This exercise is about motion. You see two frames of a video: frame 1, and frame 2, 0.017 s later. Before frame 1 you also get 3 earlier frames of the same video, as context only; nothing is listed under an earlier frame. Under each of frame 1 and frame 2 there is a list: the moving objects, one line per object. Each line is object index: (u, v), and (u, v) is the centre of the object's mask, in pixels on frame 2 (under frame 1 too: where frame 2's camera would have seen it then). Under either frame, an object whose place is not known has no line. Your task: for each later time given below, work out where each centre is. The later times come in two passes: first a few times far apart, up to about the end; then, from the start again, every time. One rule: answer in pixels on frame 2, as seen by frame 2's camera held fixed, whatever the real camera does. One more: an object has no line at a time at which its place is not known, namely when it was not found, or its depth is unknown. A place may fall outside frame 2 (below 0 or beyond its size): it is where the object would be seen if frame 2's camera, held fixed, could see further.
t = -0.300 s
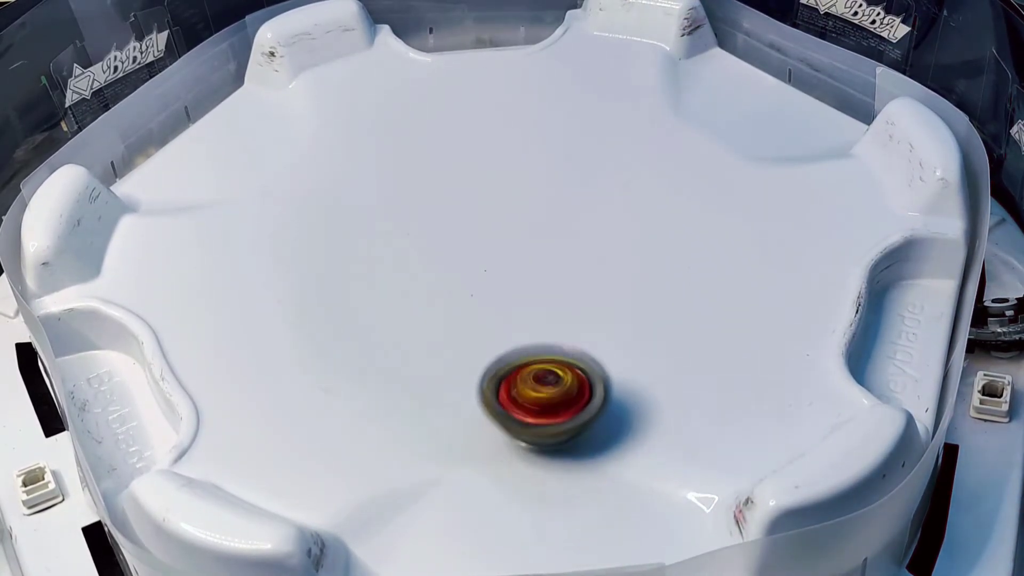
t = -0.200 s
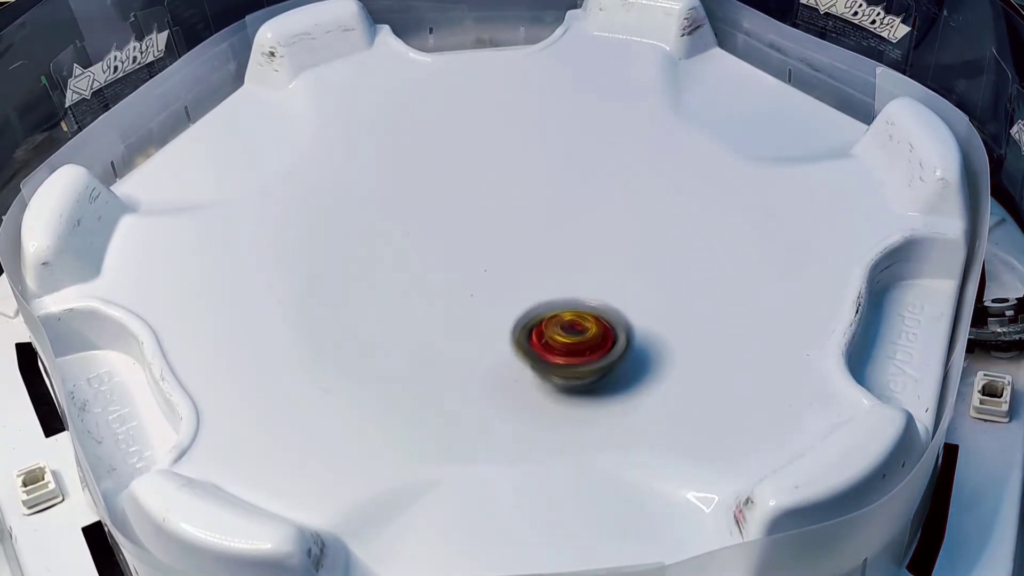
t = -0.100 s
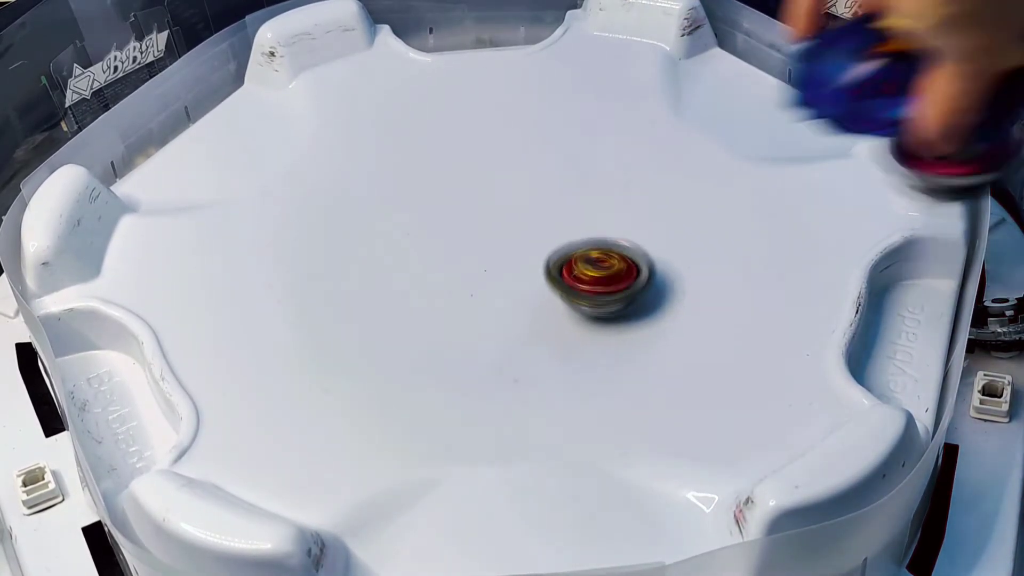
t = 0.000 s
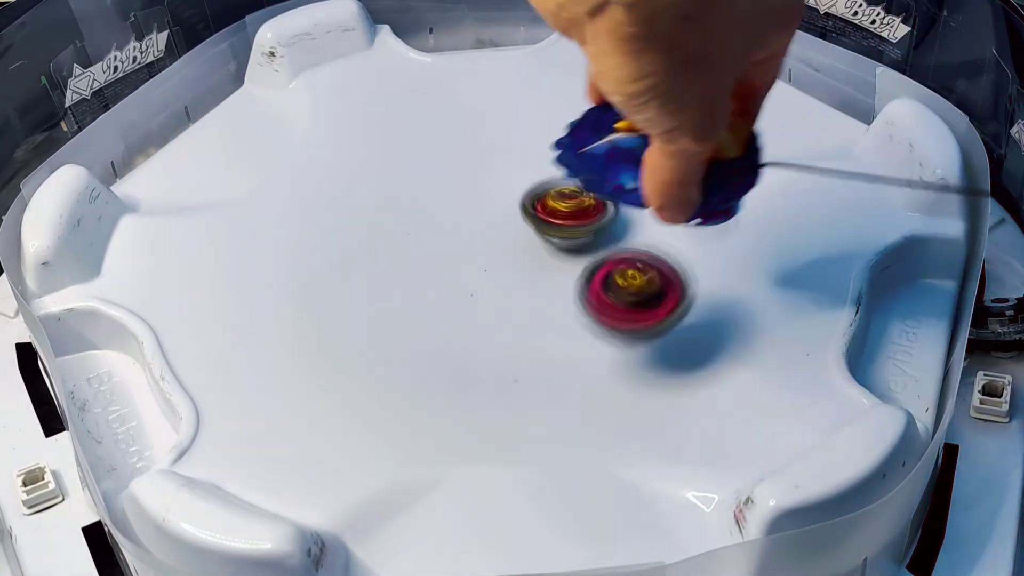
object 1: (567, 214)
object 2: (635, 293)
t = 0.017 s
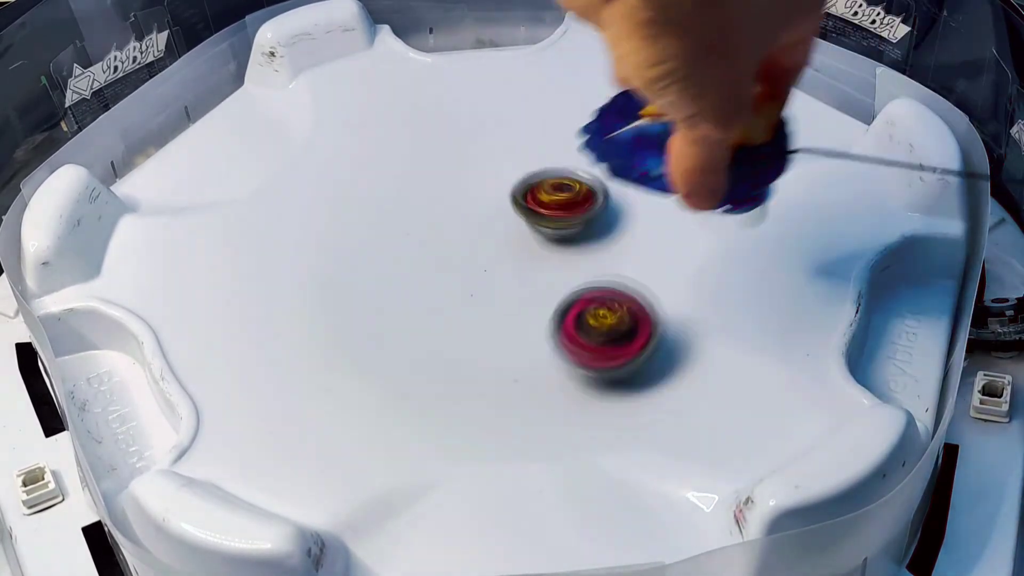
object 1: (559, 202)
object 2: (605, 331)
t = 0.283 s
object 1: (332, 155)
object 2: (328, 228)
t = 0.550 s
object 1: (244, 123)
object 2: (382, 321)
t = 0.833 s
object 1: (263, 94)
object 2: (706, 240)
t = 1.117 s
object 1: (265, 86)
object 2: (556, 84)
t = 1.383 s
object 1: (232, 111)
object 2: (345, 162)
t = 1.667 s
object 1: (197, 175)
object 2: (504, 360)
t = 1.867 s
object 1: (369, 229)
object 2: (731, 266)
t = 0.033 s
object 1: (548, 193)
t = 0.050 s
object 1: (537, 185)
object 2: (552, 330)
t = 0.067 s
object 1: (524, 177)
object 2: (527, 326)
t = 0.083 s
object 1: (511, 171)
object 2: (502, 327)
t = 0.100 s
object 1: (497, 165)
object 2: (480, 323)
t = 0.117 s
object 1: (483, 162)
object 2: (460, 315)
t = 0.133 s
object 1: (467, 158)
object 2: (439, 310)
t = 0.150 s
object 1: (452, 156)
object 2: (420, 300)
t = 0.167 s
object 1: (436, 155)
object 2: (402, 290)
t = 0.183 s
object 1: (421, 154)
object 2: (388, 281)
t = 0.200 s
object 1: (405, 154)
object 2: (375, 268)
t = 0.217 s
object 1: (389, 155)
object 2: (363, 259)
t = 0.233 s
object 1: (374, 158)
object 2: (352, 250)
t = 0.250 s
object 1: (358, 161)
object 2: (343, 241)
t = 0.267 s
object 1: (342, 161)
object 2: (336, 231)
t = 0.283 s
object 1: (332, 155)
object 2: (328, 228)
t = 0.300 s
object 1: (324, 143)
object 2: (321, 225)
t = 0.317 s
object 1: (316, 136)
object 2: (315, 228)
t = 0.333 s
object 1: (309, 132)
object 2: (310, 235)
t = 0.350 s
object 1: (303, 132)
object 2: (306, 237)
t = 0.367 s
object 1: (298, 135)
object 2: (305, 241)
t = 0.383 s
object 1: (293, 141)
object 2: (304, 246)
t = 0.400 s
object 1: (287, 140)
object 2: (305, 252)
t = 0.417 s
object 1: (281, 138)
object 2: (307, 257)
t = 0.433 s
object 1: (275, 137)
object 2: (312, 264)
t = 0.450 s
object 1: (270, 138)
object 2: (318, 271)
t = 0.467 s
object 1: (265, 137)
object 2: (324, 279)
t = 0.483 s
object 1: (260, 135)
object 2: (332, 287)
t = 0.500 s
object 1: (256, 133)
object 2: (342, 296)
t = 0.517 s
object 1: (251, 131)
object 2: (354, 304)
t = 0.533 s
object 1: (247, 128)
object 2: (367, 313)
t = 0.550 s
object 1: (244, 123)
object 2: (382, 321)
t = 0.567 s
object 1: (240, 119)
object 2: (399, 329)
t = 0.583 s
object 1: (237, 114)
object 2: (418, 336)
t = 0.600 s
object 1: (233, 109)
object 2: (438, 342)
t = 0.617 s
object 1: (230, 103)
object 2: (460, 346)
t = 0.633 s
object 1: (228, 98)
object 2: (484, 348)
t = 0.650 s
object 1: (225, 91)
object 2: (510, 349)
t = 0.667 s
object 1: (223, 86)
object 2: (535, 347)
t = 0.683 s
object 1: (223, 82)
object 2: (560, 344)
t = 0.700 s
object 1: (228, 79)
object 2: (585, 338)
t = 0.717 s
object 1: (233, 78)
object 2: (608, 330)
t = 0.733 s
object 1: (238, 81)
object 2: (628, 320)
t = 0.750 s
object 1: (241, 84)
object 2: (647, 309)
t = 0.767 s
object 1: (245, 87)
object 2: (664, 296)
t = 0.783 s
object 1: (249, 90)
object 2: (678, 283)
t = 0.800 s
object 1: (254, 92)
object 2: (689, 269)
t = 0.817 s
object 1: (259, 93)
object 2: (699, 255)
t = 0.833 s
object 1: (263, 94)
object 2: (706, 240)
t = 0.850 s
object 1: (268, 94)
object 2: (709, 226)
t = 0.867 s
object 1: (273, 95)
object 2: (711, 213)
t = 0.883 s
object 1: (277, 95)
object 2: (711, 199)
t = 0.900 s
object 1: (280, 94)
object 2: (707, 186)
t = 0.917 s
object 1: (282, 93)
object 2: (703, 173)
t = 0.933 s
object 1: (284, 93)
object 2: (697, 162)
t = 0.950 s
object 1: (283, 93)
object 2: (689, 151)
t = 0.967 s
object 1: (282, 93)
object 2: (680, 140)
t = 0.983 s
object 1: (279, 93)
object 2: (670, 130)
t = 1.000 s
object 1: (277, 93)
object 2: (658, 122)
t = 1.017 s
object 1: (274, 92)
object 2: (646, 113)
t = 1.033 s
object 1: (271, 91)
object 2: (633, 106)
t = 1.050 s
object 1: (269, 89)
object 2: (619, 100)
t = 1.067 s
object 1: (267, 88)
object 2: (604, 94)
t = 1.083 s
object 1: (266, 88)
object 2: (588, 90)
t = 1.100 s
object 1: (265, 86)
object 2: (572, 86)
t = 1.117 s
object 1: (265, 86)
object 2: (556, 84)
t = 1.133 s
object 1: (265, 86)
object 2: (539, 83)
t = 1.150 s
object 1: (264, 87)
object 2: (521, 82)
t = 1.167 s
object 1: (264, 86)
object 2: (503, 81)
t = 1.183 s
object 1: (264, 85)
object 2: (484, 82)
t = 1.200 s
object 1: (264, 87)
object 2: (467, 83)
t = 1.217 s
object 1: (265, 86)
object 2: (450, 85)
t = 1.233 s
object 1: (266, 89)
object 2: (432, 88)
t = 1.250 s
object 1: (266, 91)
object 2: (414, 91)
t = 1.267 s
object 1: (269, 93)
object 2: (397, 95)
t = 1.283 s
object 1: (271, 96)
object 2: (380, 99)
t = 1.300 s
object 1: (272, 98)
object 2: (365, 105)
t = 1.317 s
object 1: (264, 98)
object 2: (360, 115)
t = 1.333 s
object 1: (256, 99)
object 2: (356, 126)
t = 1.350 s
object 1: (248, 104)
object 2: (353, 138)
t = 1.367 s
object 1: (240, 108)
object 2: (349, 151)
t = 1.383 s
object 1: (232, 111)
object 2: (345, 162)
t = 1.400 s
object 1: (225, 113)
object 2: (341, 174)
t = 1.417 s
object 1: (218, 118)
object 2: (336, 187)
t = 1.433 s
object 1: (211, 122)
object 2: (333, 201)
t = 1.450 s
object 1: (203, 126)
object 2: (332, 215)
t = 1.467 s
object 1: (196, 132)
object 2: (331, 228)
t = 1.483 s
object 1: (189, 136)
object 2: (333, 243)
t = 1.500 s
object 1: (183, 141)
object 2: (336, 258)
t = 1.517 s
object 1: (177, 147)
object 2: (342, 273)
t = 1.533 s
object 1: (171, 152)
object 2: (352, 287)
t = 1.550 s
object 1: (164, 158)
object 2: (364, 301)
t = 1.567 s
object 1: (160, 162)
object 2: (378, 315)
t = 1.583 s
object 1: (155, 169)
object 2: (394, 327)
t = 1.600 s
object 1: (158, 170)
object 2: (412, 338)
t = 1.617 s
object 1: (165, 173)
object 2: (433, 345)
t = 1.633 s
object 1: (174, 173)
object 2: (455, 352)
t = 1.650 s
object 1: (184, 174)
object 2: (479, 357)
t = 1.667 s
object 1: (197, 175)
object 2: (504, 360)
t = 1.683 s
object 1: (208, 174)
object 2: (529, 360)
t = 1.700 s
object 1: (222, 175)
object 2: (554, 359)
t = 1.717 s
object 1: (236, 178)
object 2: (579, 356)
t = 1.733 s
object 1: (250, 181)
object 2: (603, 350)
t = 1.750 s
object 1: (264, 185)
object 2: (626, 344)
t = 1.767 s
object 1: (278, 189)
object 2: (645, 336)
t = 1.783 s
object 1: (293, 194)
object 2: (664, 325)
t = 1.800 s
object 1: (308, 200)
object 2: (681, 315)
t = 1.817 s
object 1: (323, 207)
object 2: (696, 304)
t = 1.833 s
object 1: (339, 214)
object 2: (710, 291)
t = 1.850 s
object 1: (353, 221)
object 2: (721, 279)
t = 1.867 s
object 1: (369, 229)
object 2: (731, 266)
